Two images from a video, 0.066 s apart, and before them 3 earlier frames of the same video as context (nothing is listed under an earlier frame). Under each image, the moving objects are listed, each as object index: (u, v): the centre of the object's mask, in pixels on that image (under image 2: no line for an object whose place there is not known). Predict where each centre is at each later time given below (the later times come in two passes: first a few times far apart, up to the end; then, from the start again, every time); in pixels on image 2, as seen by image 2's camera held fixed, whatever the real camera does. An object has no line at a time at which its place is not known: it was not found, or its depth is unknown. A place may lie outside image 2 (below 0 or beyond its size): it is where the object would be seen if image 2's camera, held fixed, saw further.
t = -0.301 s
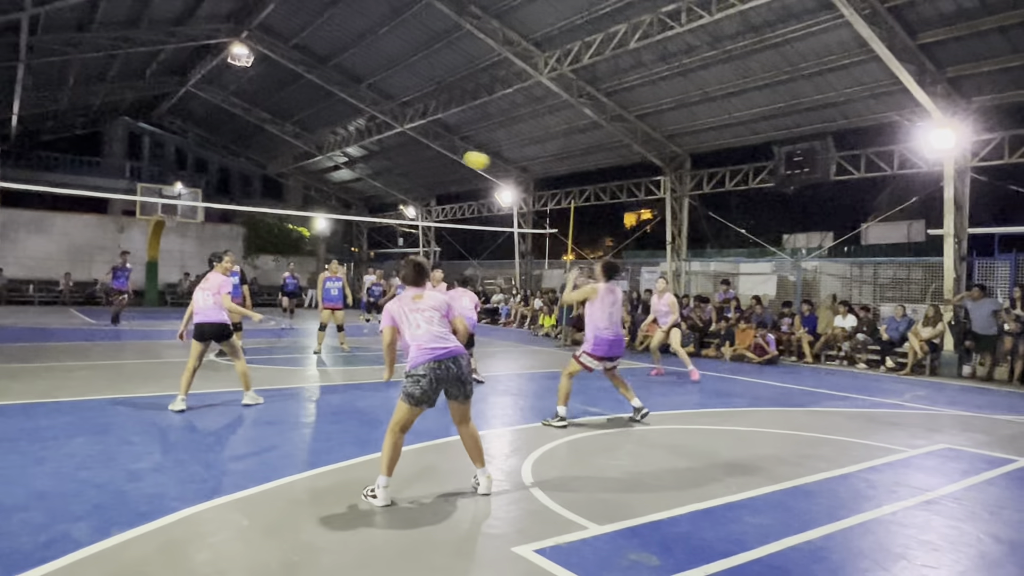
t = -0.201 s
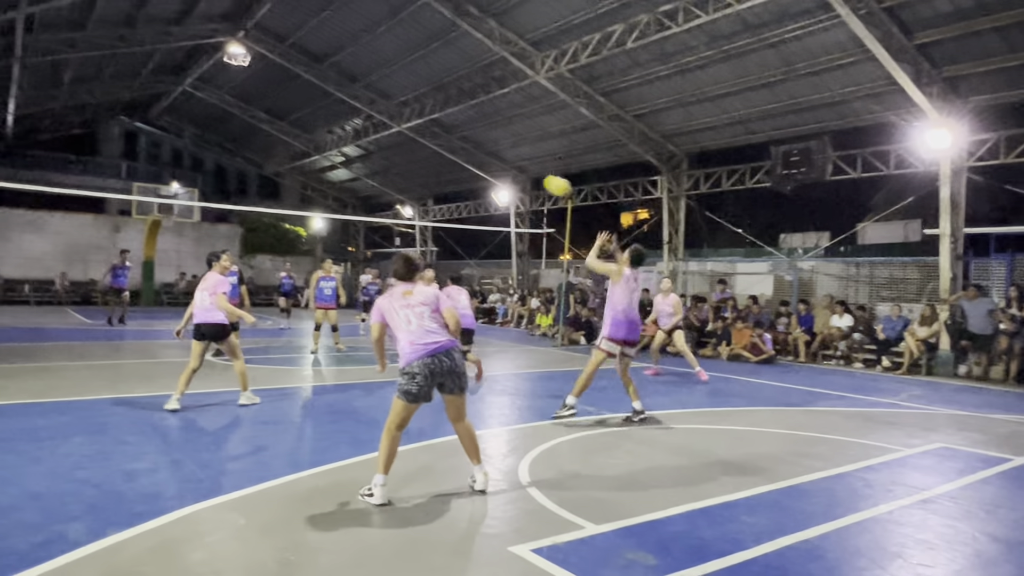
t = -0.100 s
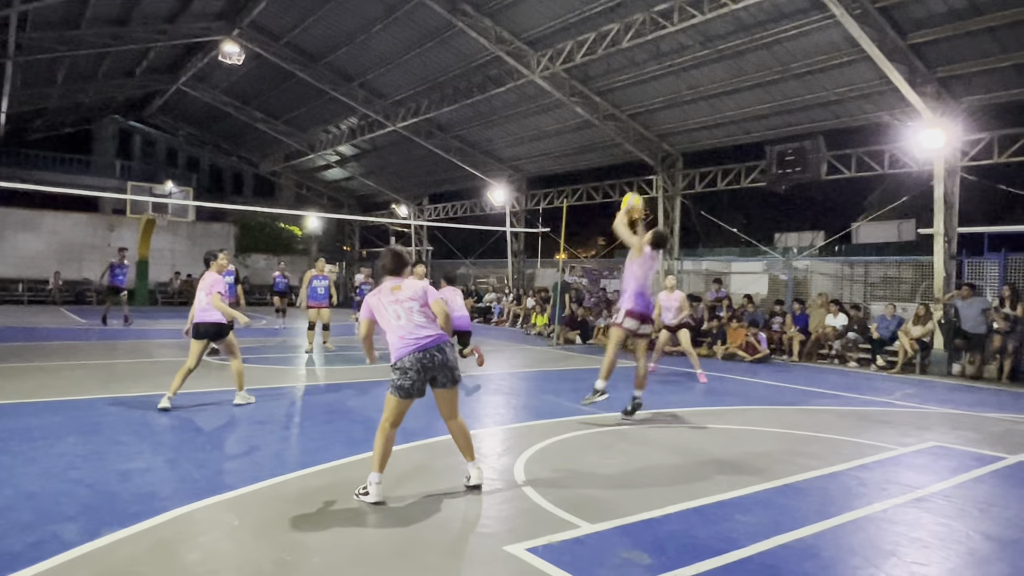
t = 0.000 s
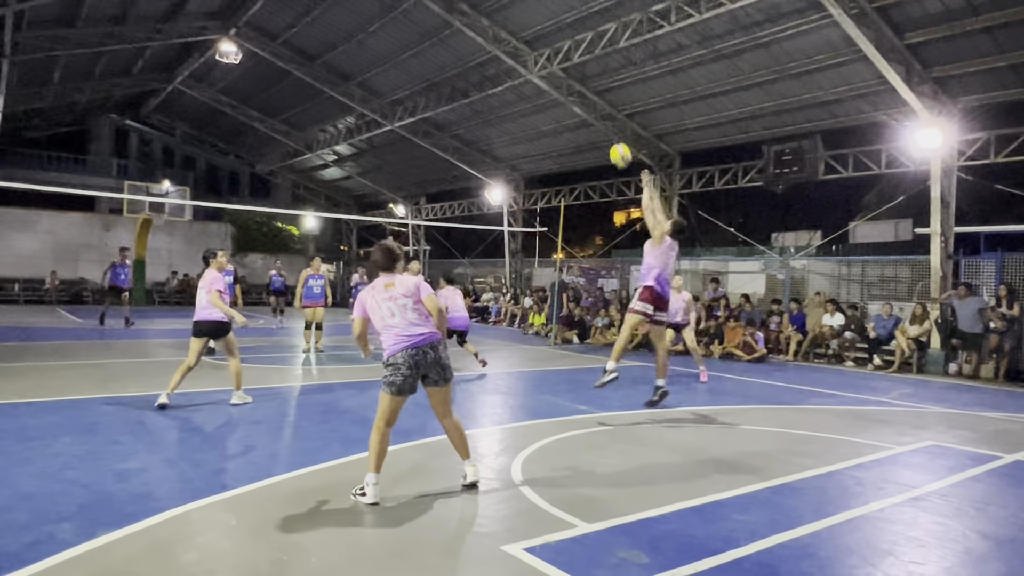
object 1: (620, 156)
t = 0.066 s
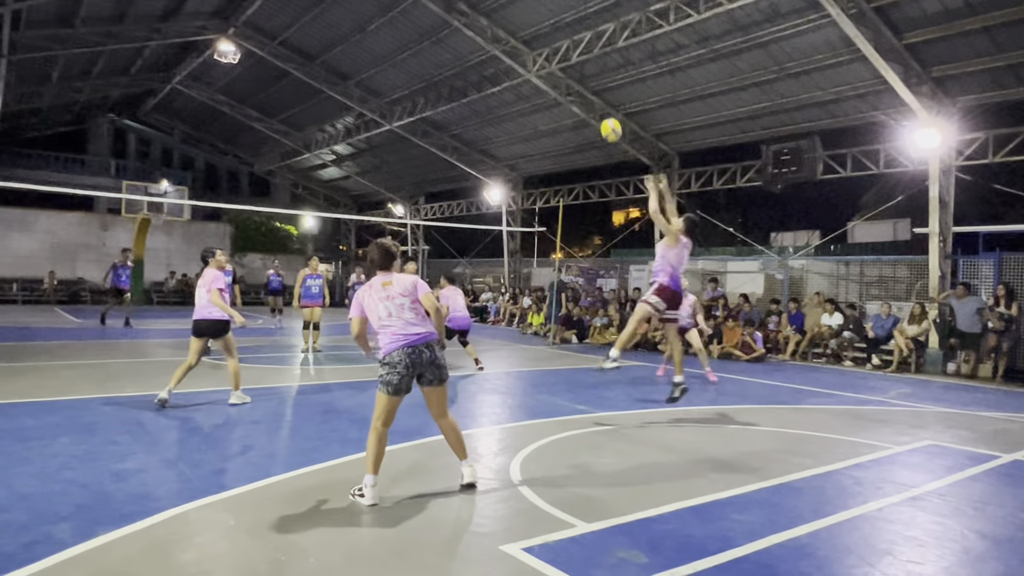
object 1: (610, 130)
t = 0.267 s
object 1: (590, 85)
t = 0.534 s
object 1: (567, 81)
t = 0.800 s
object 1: (545, 129)
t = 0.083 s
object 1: (609, 124)
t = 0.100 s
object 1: (607, 119)
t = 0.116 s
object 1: (605, 114)
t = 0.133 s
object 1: (603, 110)
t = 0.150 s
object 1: (601, 106)
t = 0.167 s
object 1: (600, 102)
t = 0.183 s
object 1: (598, 98)
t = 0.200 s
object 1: (596, 95)
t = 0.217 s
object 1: (595, 92)
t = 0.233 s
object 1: (593, 89)
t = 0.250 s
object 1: (591, 87)
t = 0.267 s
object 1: (590, 85)
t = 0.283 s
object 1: (589, 83)
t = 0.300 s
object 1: (587, 81)
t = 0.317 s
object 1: (586, 79)
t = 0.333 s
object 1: (584, 78)
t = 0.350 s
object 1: (583, 77)
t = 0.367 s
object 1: (581, 76)
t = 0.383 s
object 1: (580, 76)
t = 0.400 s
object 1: (578, 75)
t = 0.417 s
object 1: (577, 76)
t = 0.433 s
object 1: (575, 75)
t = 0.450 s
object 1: (574, 76)
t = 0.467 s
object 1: (572, 76)
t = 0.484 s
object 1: (571, 77)
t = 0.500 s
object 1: (569, 78)
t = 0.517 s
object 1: (568, 79)
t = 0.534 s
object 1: (567, 81)
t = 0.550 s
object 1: (565, 83)
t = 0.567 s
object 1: (564, 85)
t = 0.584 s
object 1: (563, 86)
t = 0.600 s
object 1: (561, 89)
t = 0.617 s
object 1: (560, 91)
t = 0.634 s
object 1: (558, 94)
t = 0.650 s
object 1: (557, 96)
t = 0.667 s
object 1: (556, 99)
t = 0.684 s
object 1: (554, 102)
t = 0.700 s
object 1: (553, 106)
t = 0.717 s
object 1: (551, 109)
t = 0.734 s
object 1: (550, 113)
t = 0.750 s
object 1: (549, 117)
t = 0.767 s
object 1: (548, 121)
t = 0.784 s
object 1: (546, 125)
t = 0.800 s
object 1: (545, 129)
